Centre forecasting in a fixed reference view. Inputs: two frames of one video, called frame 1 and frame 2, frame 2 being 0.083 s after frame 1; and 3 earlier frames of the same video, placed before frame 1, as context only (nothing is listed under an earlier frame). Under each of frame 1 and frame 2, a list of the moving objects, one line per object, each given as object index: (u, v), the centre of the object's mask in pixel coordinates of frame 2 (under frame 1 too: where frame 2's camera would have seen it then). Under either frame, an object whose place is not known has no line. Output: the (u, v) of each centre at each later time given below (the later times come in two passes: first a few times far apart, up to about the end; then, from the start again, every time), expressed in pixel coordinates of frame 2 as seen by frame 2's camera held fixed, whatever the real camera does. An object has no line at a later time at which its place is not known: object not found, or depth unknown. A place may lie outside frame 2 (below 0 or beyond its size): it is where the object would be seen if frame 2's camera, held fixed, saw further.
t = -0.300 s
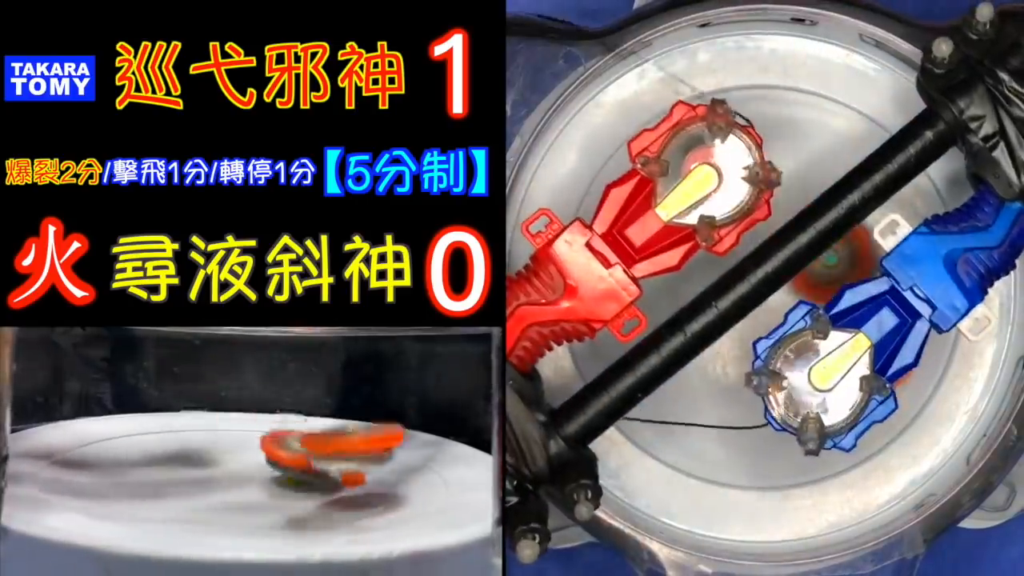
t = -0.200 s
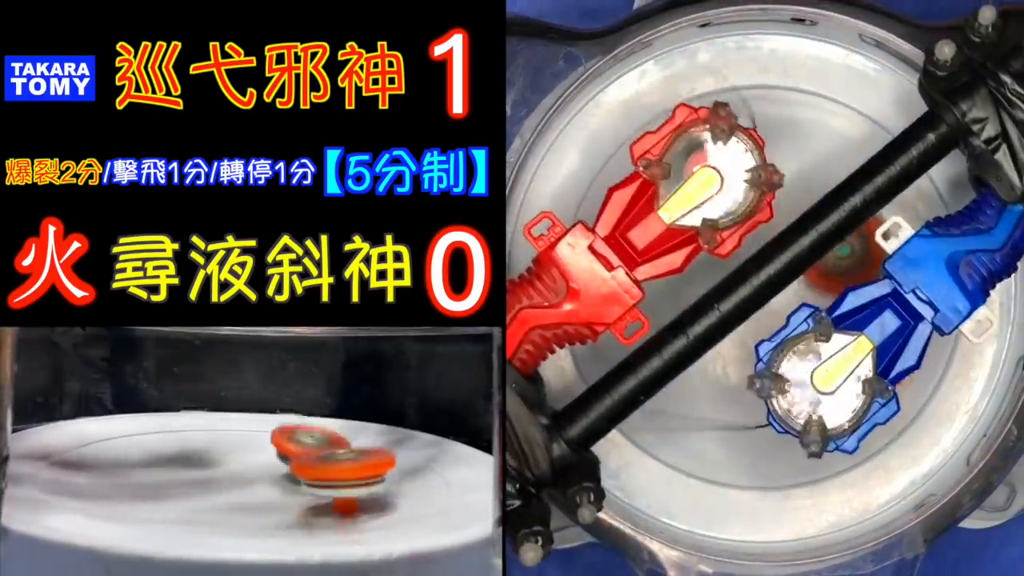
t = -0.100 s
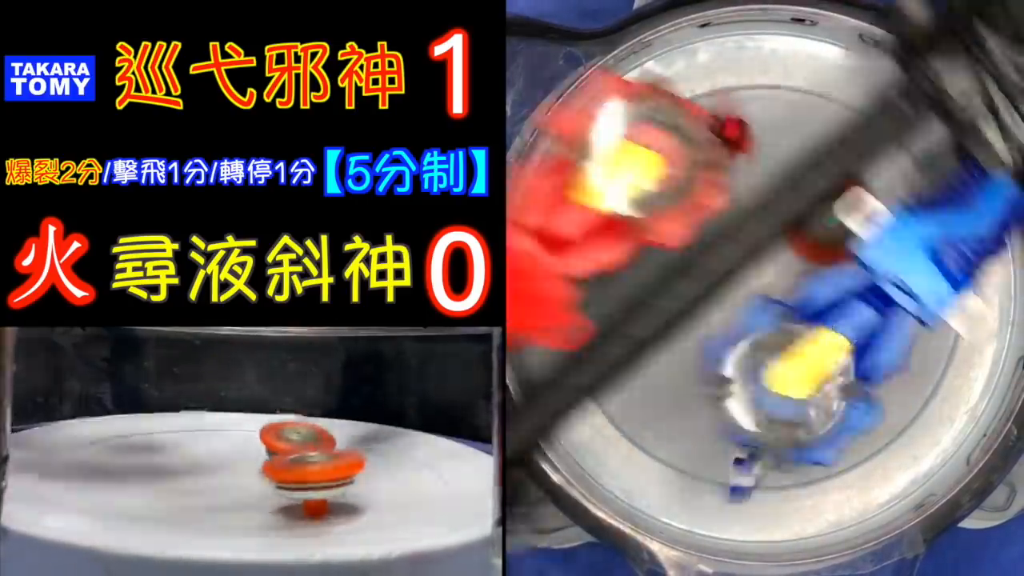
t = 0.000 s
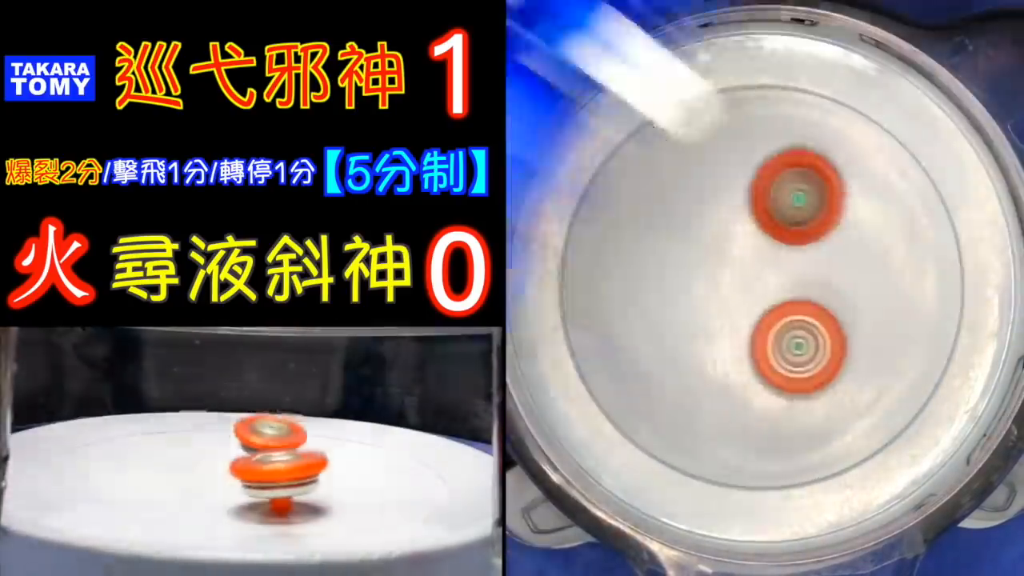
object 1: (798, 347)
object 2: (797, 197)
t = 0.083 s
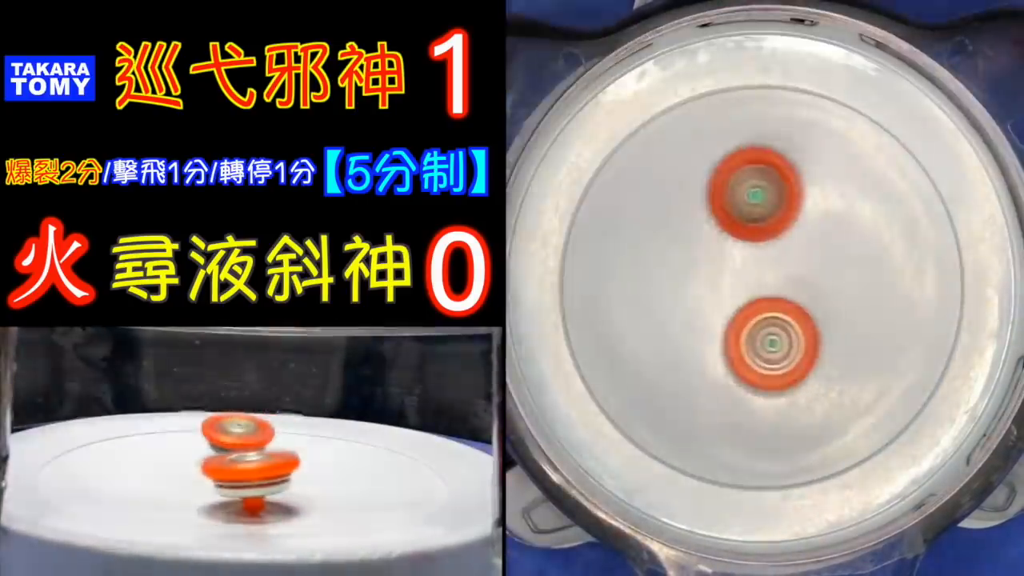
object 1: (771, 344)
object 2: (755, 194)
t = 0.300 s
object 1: (726, 368)
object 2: (696, 245)
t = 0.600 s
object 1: (785, 403)
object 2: (850, 292)
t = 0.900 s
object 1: (790, 281)
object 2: (860, 149)
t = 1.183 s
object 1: (582, 370)
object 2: (704, 105)
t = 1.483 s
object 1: (784, 462)
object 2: (767, 289)
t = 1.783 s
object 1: (921, 338)
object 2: (835, 209)
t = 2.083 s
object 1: (801, 263)
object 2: (645, 124)
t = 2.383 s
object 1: (787, 324)
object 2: (591, 411)
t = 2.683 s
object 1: (795, 315)
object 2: (848, 496)
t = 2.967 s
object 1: (717, 284)
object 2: (976, 327)
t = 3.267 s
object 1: (716, 354)
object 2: (782, 166)
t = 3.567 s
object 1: (792, 302)
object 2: (658, 290)
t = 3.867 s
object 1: (701, 232)
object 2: (746, 375)
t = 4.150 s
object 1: (688, 328)
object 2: (804, 329)
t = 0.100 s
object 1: (766, 344)
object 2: (746, 195)
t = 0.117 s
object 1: (761, 344)
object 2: (738, 196)
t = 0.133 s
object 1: (757, 345)
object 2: (730, 198)
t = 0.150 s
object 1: (752, 346)
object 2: (722, 200)
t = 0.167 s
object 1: (748, 348)
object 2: (715, 203)
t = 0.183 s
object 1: (744, 350)
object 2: (709, 206)
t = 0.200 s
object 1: (740, 352)
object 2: (704, 210)
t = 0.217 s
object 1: (737, 354)
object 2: (700, 215)
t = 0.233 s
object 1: (734, 357)
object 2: (697, 220)
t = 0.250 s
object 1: (731, 359)
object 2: (695, 225)
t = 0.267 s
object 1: (729, 362)
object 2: (694, 231)
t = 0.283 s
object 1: (727, 365)
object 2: (694, 238)
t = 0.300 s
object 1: (726, 368)
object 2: (696, 245)
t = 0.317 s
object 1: (725, 370)
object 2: (699, 252)
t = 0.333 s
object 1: (725, 373)
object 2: (703, 259)
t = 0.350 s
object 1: (725, 376)
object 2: (707, 266)
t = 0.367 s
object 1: (726, 378)
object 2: (713, 273)
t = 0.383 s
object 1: (727, 381)
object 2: (719, 280)
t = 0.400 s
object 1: (729, 383)
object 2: (726, 286)
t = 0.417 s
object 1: (731, 388)
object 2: (734, 290)
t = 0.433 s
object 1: (734, 392)
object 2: (743, 293)
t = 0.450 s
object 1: (737, 396)
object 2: (752, 295)
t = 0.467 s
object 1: (741, 399)
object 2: (763, 297)
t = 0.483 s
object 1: (745, 402)
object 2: (774, 298)
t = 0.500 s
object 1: (750, 404)
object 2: (785, 299)
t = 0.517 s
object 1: (755, 405)
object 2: (796, 300)
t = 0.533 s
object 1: (761, 406)
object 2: (808, 300)
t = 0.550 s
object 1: (767, 407)
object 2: (819, 299)
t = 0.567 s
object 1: (773, 406)
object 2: (830, 297)
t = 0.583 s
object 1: (779, 405)
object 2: (840, 295)
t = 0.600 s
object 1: (785, 403)
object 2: (850, 292)
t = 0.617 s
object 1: (791, 400)
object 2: (860, 289)
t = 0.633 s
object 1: (797, 396)
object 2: (868, 285)
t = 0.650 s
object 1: (802, 393)
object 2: (876, 280)
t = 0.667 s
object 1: (807, 387)
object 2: (884, 274)
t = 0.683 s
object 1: (812, 382)
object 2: (891, 267)
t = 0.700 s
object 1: (816, 376)
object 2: (896, 259)
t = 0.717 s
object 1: (819, 369)
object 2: (900, 251)
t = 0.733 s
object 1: (822, 362)
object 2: (903, 242)
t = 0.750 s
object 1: (823, 355)
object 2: (905, 234)
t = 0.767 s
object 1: (824, 347)
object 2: (905, 224)
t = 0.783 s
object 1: (824, 339)
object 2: (904, 215)
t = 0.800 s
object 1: (822, 330)
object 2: (902, 205)
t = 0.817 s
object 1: (819, 322)
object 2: (898, 195)
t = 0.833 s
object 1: (815, 314)
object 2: (892, 185)
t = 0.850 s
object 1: (810, 305)
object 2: (886, 175)
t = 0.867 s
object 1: (804, 297)
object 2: (878, 166)
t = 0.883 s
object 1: (797, 288)
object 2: (869, 157)
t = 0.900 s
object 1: (790, 281)
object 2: (860, 149)
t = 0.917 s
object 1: (781, 273)
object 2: (849, 142)
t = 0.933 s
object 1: (772, 266)
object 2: (837, 134)
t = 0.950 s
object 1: (762, 260)
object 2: (824, 129)
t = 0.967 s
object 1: (752, 254)
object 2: (810, 124)
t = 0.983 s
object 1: (742, 249)
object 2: (796, 122)
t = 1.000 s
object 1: (732, 245)
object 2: (782, 121)
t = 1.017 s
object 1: (721, 242)
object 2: (767, 123)
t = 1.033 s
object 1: (710, 239)
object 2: (753, 125)
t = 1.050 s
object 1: (700, 238)
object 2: (738, 130)
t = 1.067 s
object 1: (689, 238)
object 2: (724, 138)
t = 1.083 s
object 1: (679, 240)
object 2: (711, 145)
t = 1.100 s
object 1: (660, 259)
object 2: (707, 138)
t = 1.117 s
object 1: (639, 281)
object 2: (705, 128)
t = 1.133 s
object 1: (622, 304)
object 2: (704, 119)
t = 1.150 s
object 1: (607, 325)
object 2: (703, 113)
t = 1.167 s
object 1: (593, 347)
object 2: (703, 108)
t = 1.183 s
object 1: (582, 370)
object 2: (704, 105)
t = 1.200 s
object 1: (577, 391)
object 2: (704, 105)
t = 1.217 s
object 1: (577, 409)
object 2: (704, 106)
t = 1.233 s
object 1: (584, 423)
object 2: (705, 110)
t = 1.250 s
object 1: (595, 434)
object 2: (706, 115)
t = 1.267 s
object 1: (608, 444)
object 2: (707, 123)
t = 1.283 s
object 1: (620, 453)
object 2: (709, 131)
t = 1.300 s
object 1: (631, 460)
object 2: (710, 141)
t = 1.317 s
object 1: (645, 467)
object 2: (712, 152)
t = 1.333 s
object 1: (657, 473)
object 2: (715, 164)
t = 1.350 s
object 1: (670, 477)
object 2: (718, 177)
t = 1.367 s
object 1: (683, 481)
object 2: (722, 190)
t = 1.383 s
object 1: (697, 483)
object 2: (726, 205)
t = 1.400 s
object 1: (710, 484)
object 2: (732, 219)
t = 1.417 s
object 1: (724, 484)
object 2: (738, 233)
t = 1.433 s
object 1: (739, 481)
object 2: (745, 248)
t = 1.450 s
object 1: (754, 477)
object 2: (752, 262)
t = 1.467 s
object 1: (769, 470)
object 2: (759, 275)
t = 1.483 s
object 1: (784, 462)
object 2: (767, 289)
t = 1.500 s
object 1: (798, 453)
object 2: (775, 301)
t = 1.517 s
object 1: (811, 443)
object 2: (783, 313)
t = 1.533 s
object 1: (824, 432)
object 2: (792, 323)
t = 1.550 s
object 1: (837, 421)
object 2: (801, 332)
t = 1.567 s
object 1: (850, 417)
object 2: (807, 331)
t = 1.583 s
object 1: (862, 416)
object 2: (813, 327)
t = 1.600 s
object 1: (874, 414)
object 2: (818, 323)
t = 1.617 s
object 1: (884, 411)
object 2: (823, 317)
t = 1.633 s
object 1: (893, 406)
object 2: (827, 310)
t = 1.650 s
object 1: (900, 399)
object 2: (831, 304)
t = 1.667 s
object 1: (906, 391)
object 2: (835, 296)
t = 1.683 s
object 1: (911, 382)
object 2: (840, 289)
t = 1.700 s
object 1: (914, 371)
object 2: (844, 281)
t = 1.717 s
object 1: (916, 360)
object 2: (847, 273)
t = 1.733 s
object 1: (915, 347)
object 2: (850, 265)
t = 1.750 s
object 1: (914, 334)
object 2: (850, 255)
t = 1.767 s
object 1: (916, 334)
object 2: (843, 232)
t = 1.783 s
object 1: (921, 338)
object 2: (835, 209)
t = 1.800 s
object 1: (923, 340)
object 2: (825, 184)
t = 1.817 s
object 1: (924, 341)
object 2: (817, 163)
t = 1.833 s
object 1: (923, 341)
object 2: (806, 144)
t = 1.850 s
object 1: (921, 339)
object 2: (796, 127)
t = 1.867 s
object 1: (918, 337)
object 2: (784, 112)
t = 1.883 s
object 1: (912, 333)
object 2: (772, 98)
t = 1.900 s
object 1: (907, 328)
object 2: (758, 87)
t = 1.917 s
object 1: (900, 323)
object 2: (745, 80)
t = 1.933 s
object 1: (892, 317)
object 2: (732, 74)
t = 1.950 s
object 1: (883, 310)
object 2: (718, 70)
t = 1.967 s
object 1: (873, 303)
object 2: (706, 70)
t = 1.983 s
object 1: (864, 296)
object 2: (695, 71)
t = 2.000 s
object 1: (854, 290)
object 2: (685, 76)
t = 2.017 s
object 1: (843, 284)
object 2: (675, 81)
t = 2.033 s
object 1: (833, 278)
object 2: (666, 89)
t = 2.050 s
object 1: (822, 272)
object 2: (658, 99)
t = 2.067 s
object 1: (811, 267)
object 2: (651, 111)
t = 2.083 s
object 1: (801, 263)
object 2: (645, 124)
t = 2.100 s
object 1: (790, 259)
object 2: (640, 138)
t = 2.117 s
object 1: (779, 257)
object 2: (636, 154)
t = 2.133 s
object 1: (768, 255)
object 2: (633, 170)
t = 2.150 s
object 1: (758, 254)
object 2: (631, 188)
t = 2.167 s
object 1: (748, 254)
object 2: (630, 205)
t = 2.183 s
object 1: (739, 255)
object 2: (631, 224)
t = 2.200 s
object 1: (729, 256)
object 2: (632, 242)
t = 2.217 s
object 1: (726, 259)
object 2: (627, 258)
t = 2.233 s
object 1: (735, 266)
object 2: (612, 272)
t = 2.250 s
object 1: (743, 273)
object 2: (599, 287)
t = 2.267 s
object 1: (751, 280)
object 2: (588, 303)
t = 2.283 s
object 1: (758, 287)
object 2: (579, 318)
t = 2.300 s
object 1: (764, 294)
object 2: (572, 336)
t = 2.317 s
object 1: (770, 300)
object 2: (570, 352)
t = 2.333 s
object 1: (775, 307)
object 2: (574, 367)
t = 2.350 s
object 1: (780, 313)
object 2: (577, 383)
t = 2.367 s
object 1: (784, 318)
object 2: (582, 397)
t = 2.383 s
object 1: (787, 324)
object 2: (591, 411)
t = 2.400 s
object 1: (789, 328)
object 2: (601, 425)
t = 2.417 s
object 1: (791, 332)
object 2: (611, 437)
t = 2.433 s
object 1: (793, 335)
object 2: (625, 449)
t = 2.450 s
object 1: (794, 337)
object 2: (638, 460)
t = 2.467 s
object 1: (795, 339)
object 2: (652, 470)
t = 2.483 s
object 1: (797, 340)
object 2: (668, 479)
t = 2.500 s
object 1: (797, 341)
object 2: (683, 488)
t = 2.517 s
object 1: (798, 341)
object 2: (699, 494)
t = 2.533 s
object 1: (799, 340)
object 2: (714, 500)
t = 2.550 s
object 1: (800, 340)
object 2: (730, 503)
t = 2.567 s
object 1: (800, 338)
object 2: (746, 506)
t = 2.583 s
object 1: (800, 336)
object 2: (761, 507)
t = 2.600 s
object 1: (800, 333)
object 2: (776, 508)
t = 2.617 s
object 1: (800, 330)
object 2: (791, 508)
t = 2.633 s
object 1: (799, 327)
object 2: (806, 506)
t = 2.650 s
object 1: (799, 323)
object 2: (821, 504)
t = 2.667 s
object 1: (797, 319)
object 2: (834, 500)
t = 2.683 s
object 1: (795, 315)
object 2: (848, 496)
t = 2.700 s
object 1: (793, 311)
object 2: (862, 491)
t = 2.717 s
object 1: (791, 306)
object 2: (875, 485)
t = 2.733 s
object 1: (788, 302)
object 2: (886, 479)
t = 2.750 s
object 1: (785, 299)
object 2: (897, 471)
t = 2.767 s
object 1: (781, 295)
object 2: (908, 463)
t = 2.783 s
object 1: (776, 292)
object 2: (918, 454)
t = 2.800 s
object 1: (772, 289)
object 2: (927, 444)
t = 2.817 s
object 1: (767, 286)
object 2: (936, 433)
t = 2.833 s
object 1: (762, 284)
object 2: (943, 422)
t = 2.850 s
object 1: (756, 283)
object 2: (950, 412)
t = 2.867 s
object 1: (751, 282)
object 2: (956, 400)
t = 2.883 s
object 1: (745, 281)
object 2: (961, 388)
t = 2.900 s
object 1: (739, 281)
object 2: (966, 376)
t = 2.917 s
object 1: (733, 280)
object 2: (970, 364)
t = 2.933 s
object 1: (728, 281)
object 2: (973, 352)
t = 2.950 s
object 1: (722, 282)
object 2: (975, 339)
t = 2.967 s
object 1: (717, 284)
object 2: (976, 327)
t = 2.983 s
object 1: (712, 285)
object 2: (975, 316)
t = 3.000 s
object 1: (708, 287)
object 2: (974, 304)
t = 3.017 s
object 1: (704, 290)
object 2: (972, 292)
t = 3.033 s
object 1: (701, 293)
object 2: (968, 279)
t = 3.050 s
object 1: (698, 297)
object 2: (962, 266)
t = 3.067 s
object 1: (695, 301)
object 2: (953, 254)
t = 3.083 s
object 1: (693, 305)
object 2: (943, 242)
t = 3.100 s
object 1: (691, 310)
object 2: (933, 230)
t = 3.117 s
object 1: (690, 314)
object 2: (921, 219)
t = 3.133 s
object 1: (690, 320)
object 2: (908, 209)
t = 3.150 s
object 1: (691, 325)
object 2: (895, 199)
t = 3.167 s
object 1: (692, 329)
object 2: (880, 190)
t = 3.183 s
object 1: (695, 333)
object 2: (864, 183)
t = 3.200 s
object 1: (698, 337)
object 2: (847, 177)
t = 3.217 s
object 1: (702, 342)
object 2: (830, 172)
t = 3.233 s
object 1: (706, 346)
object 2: (815, 169)
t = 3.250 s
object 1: (711, 351)
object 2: (798, 166)
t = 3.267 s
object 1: (716, 354)
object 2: (782, 166)
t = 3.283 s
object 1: (721, 358)
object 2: (767, 166)
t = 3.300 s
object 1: (726, 360)
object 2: (752, 168)
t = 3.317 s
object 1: (731, 362)
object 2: (737, 171)
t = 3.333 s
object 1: (737, 364)
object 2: (724, 175)
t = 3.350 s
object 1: (743, 364)
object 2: (712, 180)
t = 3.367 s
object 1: (750, 364)
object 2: (701, 186)
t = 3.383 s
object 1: (756, 363)
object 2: (691, 193)
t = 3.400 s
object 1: (762, 361)
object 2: (682, 200)
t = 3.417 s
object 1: (768, 358)
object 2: (674, 207)
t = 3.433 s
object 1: (773, 354)
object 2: (668, 216)
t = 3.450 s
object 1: (778, 350)
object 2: (663, 224)
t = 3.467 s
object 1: (782, 345)
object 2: (660, 233)
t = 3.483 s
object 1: (786, 340)
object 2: (658, 241)
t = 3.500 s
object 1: (788, 333)
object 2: (657, 251)
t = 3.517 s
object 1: (790, 326)
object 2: (656, 261)
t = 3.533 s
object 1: (792, 319)
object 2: (656, 270)
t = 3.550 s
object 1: (792, 310)
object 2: (657, 280)
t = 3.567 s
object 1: (792, 302)
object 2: (658, 290)
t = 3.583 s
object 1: (791, 294)
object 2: (659, 300)
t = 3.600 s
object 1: (788, 286)
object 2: (662, 309)
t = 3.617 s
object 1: (786, 278)
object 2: (665, 318)
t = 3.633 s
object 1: (782, 270)
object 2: (668, 326)
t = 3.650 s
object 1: (777, 262)
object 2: (672, 334)
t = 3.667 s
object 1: (773, 256)
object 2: (676, 341)
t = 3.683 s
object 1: (769, 250)
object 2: (681, 348)
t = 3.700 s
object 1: (764, 245)
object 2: (687, 354)
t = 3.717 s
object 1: (759, 240)
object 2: (692, 360)
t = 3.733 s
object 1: (752, 236)
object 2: (699, 365)
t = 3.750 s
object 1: (746, 232)
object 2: (705, 369)
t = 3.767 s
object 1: (739, 229)
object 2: (712, 373)
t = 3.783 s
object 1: (733, 228)
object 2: (718, 375)
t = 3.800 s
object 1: (726, 227)
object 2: (724, 376)
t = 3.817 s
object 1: (719, 227)
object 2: (730, 377)
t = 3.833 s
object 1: (713, 228)
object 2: (735, 376)
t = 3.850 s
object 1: (706, 229)
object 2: (741, 376)
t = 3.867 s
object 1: (701, 232)
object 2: (746, 375)
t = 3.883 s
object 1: (695, 234)
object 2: (752, 374)
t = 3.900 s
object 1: (689, 238)
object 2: (757, 373)
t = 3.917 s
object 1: (684, 242)
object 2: (763, 372)
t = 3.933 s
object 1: (680, 246)
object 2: (768, 370)
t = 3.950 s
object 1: (675, 250)
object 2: (773, 369)
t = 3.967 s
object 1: (673, 255)
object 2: (778, 366)
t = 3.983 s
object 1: (670, 261)
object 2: (782, 364)
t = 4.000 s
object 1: (669, 267)
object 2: (786, 361)
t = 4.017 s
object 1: (668, 273)
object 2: (790, 358)
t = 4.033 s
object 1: (667, 280)
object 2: (794, 354)
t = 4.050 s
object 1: (667, 287)
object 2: (797, 351)
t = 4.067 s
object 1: (669, 294)
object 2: (799, 348)
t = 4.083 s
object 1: (672, 301)
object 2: (802, 344)
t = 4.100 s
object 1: (675, 309)
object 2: (803, 341)
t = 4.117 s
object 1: (678, 316)
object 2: (804, 337)
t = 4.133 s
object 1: (683, 322)
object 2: (804, 333)
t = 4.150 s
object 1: (688, 328)
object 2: (804, 329)
